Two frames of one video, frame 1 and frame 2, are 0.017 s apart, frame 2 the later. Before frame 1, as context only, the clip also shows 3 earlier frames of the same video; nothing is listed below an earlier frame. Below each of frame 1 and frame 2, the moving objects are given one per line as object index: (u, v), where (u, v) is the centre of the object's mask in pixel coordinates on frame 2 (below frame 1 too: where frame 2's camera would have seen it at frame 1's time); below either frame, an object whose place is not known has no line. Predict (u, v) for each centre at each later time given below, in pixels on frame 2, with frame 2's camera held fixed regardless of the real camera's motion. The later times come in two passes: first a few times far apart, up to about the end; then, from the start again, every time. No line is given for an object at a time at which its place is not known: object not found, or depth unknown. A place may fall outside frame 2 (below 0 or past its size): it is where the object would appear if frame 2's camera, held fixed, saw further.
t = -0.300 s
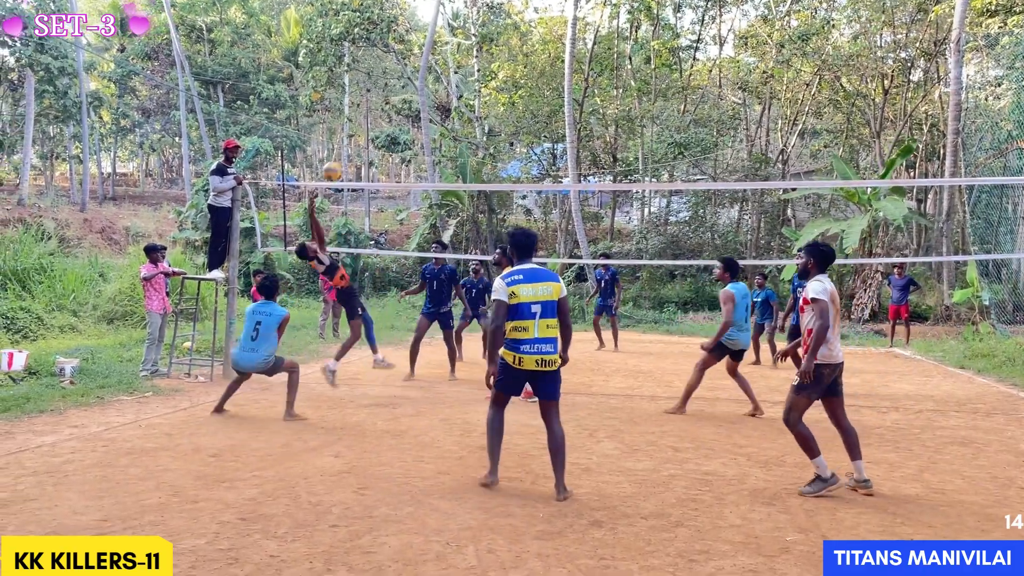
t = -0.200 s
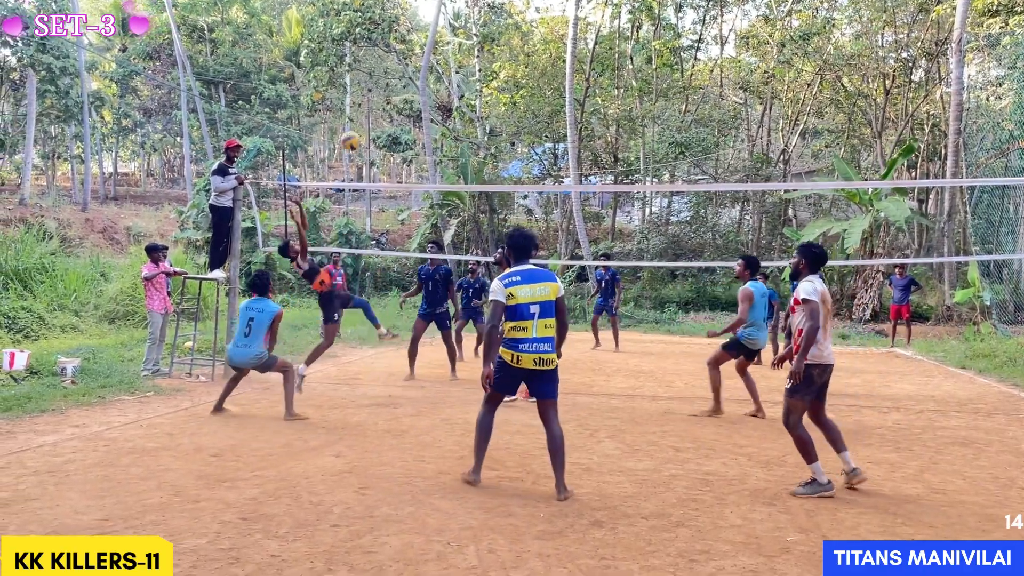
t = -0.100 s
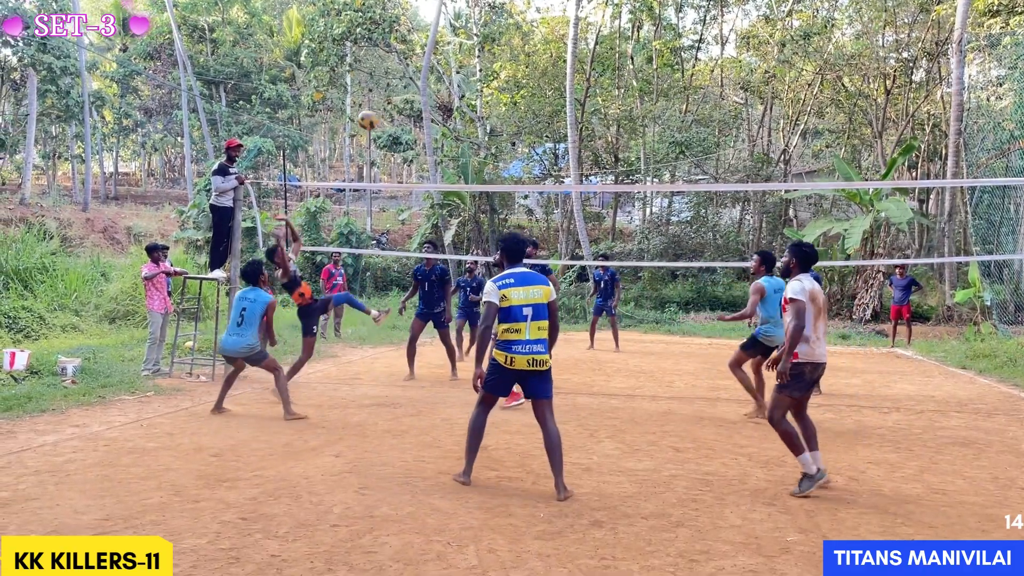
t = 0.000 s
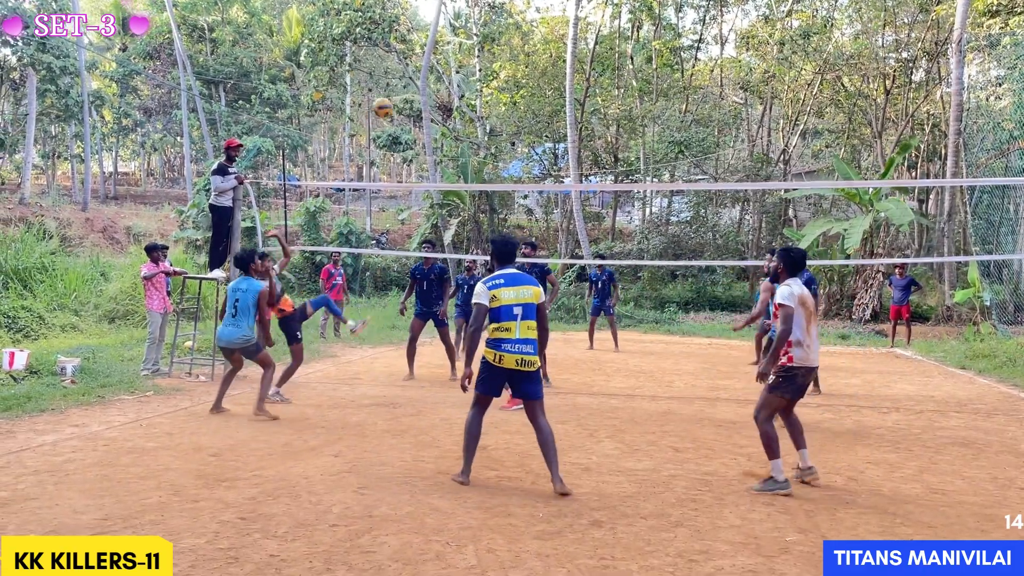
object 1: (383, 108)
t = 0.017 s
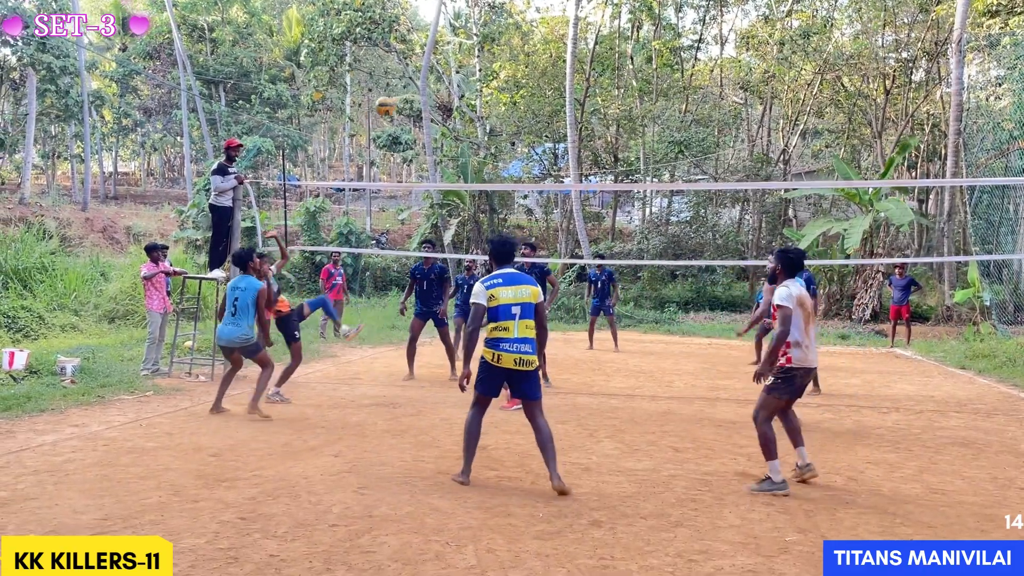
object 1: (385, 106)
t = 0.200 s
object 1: (413, 111)
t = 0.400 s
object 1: (440, 149)
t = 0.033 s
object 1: (388, 105)
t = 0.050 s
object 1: (390, 105)
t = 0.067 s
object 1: (393, 104)
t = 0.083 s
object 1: (394, 105)
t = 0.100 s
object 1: (398, 105)
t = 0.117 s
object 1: (401, 106)
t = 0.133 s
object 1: (403, 106)
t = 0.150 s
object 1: (405, 107)
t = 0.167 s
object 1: (407, 108)
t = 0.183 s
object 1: (412, 110)
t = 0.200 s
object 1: (413, 111)
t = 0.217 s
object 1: (415, 112)
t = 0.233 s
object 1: (418, 115)
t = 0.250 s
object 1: (421, 118)
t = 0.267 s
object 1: (422, 120)
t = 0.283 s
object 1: (424, 122)
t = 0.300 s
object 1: (427, 126)
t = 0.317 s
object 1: (429, 129)
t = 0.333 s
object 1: (433, 132)
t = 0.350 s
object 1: (434, 137)
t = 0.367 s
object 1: (436, 140)
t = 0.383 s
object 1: (438, 145)
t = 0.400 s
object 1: (440, 149)
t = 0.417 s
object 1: (443, 153)
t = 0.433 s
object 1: (446, 158)
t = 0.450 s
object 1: (447, 163)
